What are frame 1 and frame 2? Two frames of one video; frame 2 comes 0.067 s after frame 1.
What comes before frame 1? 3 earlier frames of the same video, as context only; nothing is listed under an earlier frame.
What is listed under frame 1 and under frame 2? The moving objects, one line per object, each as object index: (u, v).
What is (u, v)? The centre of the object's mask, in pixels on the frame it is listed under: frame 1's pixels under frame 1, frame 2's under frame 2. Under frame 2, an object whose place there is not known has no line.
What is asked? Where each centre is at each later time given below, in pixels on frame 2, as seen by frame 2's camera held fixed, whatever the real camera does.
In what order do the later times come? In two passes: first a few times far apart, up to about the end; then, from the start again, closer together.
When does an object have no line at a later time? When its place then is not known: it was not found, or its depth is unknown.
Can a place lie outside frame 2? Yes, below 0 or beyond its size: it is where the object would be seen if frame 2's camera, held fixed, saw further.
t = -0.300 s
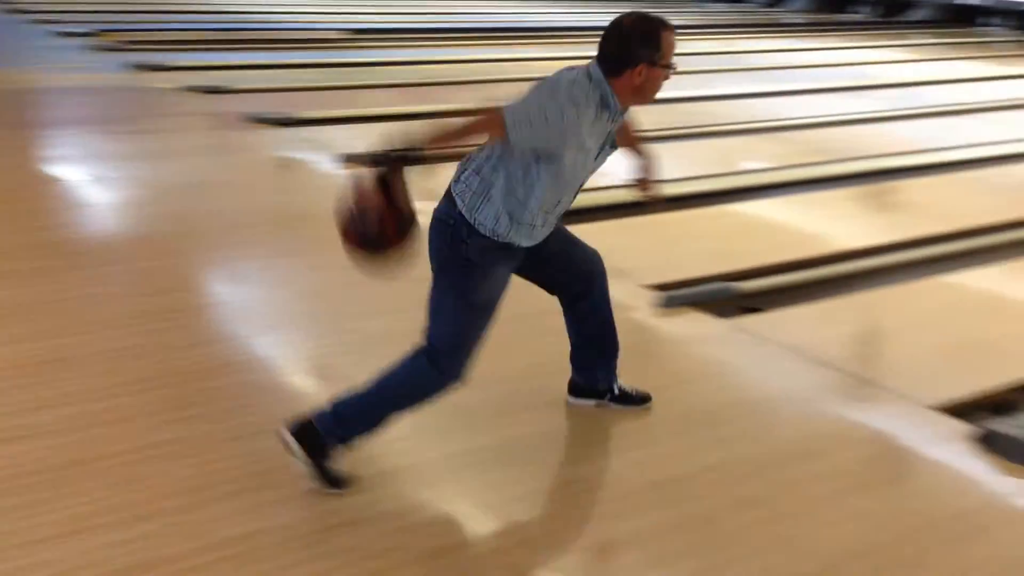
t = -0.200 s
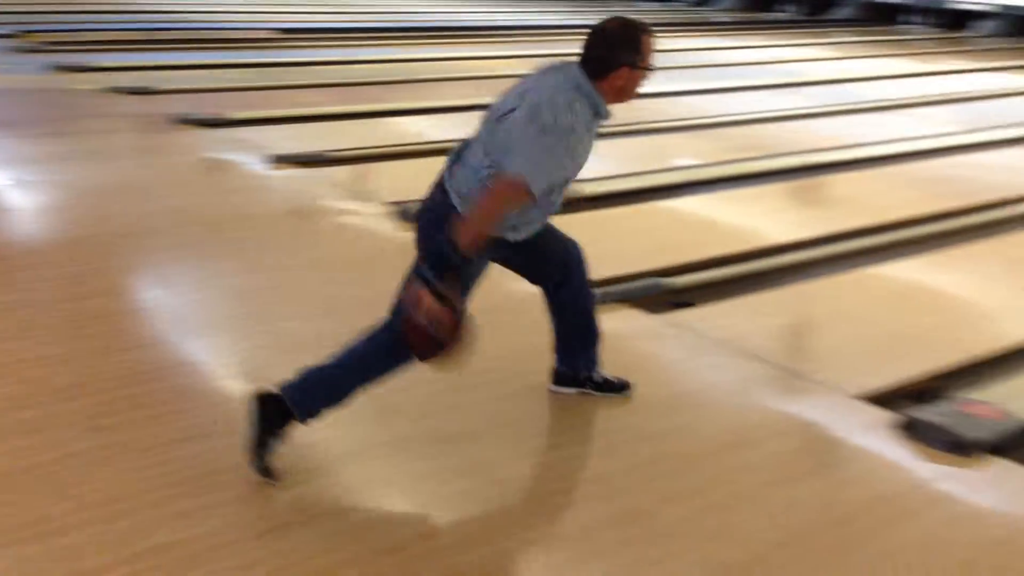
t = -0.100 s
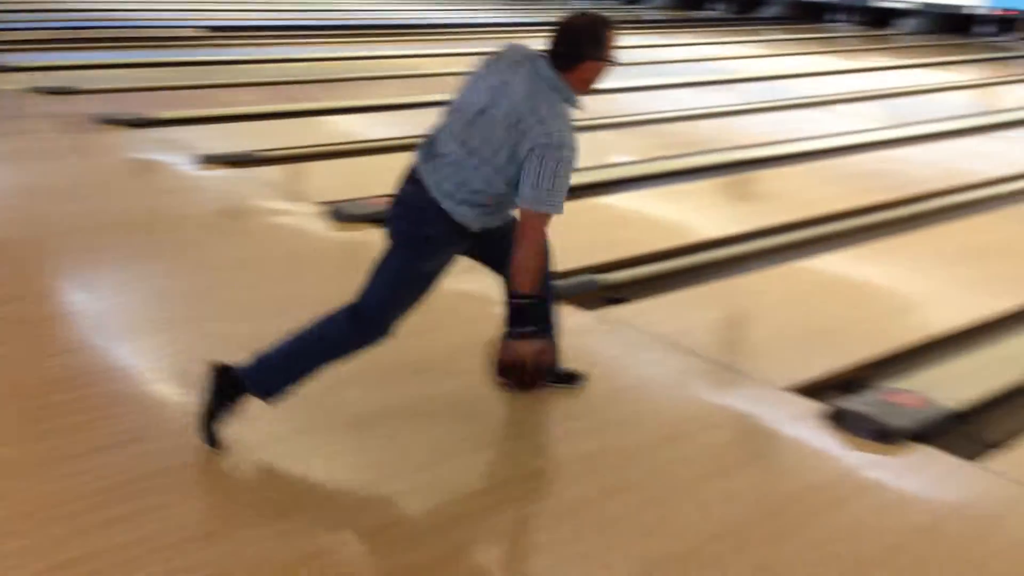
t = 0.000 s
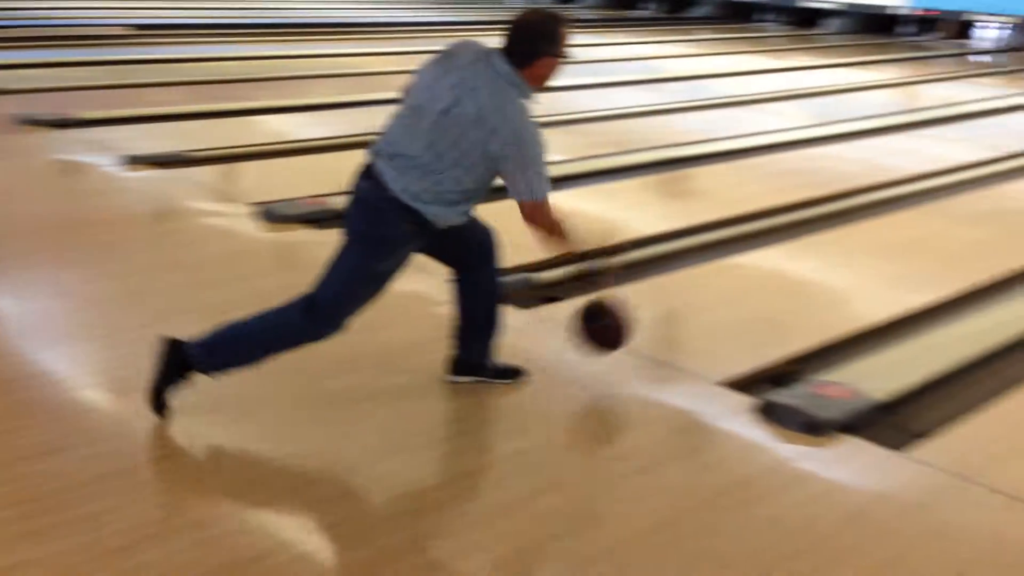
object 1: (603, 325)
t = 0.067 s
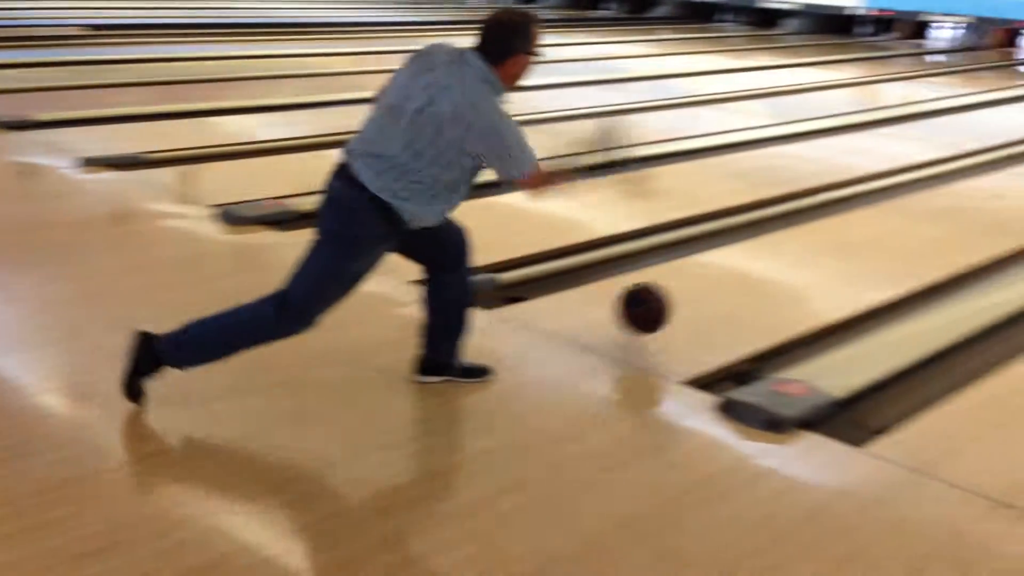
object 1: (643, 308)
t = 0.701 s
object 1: (1056, 193)
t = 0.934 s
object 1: (1136, 167)
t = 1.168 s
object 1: (1197, 147)
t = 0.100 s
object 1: (679, 304)
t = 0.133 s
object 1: (711, 303)
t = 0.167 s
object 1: (742, 296)
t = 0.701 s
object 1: (1056, 193)
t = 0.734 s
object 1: (1068, 189)
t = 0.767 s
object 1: (1081, 185)
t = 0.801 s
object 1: (1093, 182)
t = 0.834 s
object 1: (1104, 178)
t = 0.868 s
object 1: (1115, 174)
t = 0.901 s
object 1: (1125, 171)
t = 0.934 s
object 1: (1136, 167)
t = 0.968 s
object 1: (1145, 164)
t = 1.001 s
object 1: (1155, 161)
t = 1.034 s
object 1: (1164, 158)
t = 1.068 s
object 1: (1172, 155)
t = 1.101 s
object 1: (1181, 152)
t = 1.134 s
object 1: (1189, 149)
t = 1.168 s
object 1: (1197, 147)
